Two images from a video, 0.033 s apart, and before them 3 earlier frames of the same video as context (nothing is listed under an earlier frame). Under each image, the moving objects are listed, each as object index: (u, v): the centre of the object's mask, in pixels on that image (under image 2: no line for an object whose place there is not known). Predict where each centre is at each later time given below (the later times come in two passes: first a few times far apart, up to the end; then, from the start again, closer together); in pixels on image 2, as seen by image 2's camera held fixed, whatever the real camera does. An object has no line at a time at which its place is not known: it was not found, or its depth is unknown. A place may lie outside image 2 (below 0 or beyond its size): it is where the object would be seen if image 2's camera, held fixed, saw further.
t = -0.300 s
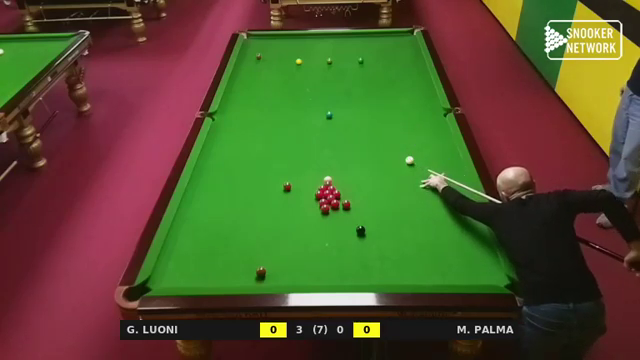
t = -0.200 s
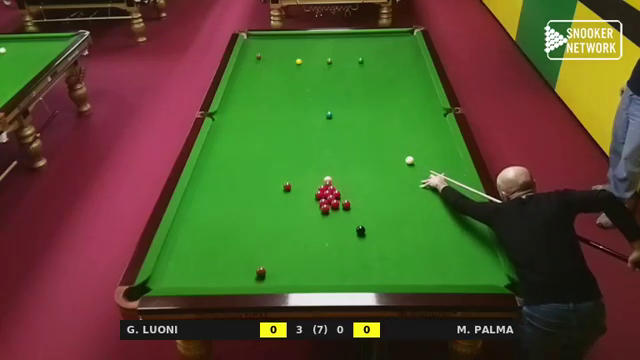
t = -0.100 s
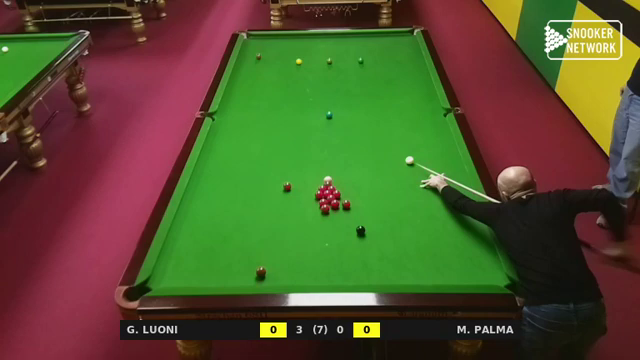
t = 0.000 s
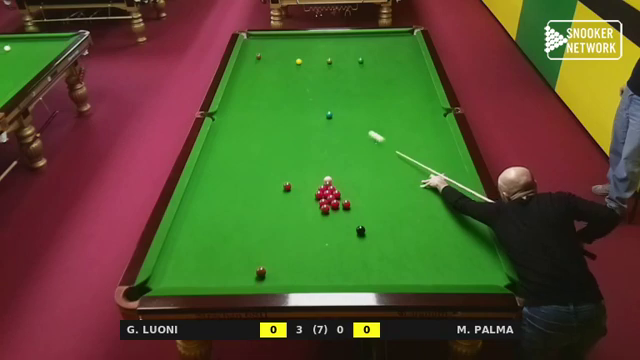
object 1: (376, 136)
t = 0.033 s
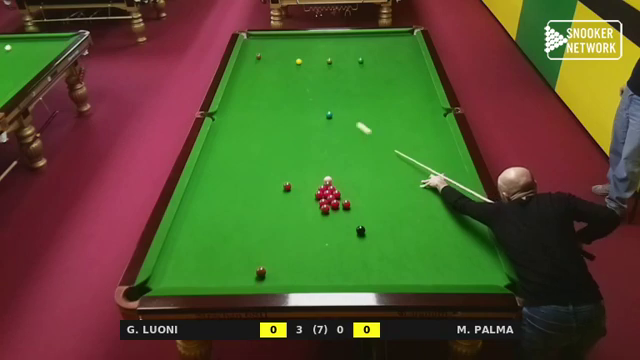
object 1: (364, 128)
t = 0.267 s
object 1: (295, 81)
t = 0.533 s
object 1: (257, 58)
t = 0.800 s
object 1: (243, 53)
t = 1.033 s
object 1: (251, 48)
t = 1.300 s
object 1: (263, 44)
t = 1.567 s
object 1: (274, 39)
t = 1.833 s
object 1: (284, 35)
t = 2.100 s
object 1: (291, 37)
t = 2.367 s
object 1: (297, 39)
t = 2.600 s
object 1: (301, 41)
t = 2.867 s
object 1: (306, 43)
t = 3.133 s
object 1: (311, 45)
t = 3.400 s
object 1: (315, 46)
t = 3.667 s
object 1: (319, 48)
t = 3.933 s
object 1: (322, 49)
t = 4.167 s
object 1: (325, 50)
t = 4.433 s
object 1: (327, 51)
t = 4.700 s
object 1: (329, 52)
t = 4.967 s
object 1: (330, 52)
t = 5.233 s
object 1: (331, 52)
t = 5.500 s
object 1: (331, 52)
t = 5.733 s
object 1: (331, 52)
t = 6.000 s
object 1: (331, 52)
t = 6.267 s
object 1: (331, 52)
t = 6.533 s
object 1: (331, 52)
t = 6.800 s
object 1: (331, 52)
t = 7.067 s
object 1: (331, 52)
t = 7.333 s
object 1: (331, 52)
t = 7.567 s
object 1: (331, 52)
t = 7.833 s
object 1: (331, 52)
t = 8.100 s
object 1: (331, 52)
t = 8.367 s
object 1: (331, 52)
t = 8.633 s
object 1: (331, 52)
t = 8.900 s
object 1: (331, 52)
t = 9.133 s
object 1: (331, 52)
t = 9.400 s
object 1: (331, 52)
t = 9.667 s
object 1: (331, 52)
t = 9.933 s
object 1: (331, 52)
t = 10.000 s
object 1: (331, 52)
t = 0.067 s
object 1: (351, 119)
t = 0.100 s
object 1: (340, 112)
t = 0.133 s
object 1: (330, 105)
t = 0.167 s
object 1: (321, 99)
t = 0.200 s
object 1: (311, 92)
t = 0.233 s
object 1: (303, 86)
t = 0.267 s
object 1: (295, 81)
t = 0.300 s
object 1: (287, 76)
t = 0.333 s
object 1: (280, 71)
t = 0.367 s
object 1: (273, 66)
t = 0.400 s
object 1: (267, 62)
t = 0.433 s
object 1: (261, 58)
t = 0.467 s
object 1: (259, 57)
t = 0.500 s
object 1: (258, 58)
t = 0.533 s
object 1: (257, 58)
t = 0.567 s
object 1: (256, 57)
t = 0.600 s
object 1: (254, 57)
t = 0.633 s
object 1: (252, 56)
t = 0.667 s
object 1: (251, 56)
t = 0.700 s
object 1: (249, 56)
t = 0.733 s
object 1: (247, 55)
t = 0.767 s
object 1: (245, 54)
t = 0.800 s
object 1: (243, 53)
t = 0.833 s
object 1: (241, 52)
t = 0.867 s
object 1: (243, 51)
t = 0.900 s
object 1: (245, 51)
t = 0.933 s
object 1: (246, 50)
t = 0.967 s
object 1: (248, 49)
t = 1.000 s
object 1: (250, 49)
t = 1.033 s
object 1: (251, 48)
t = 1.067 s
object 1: (253, 48)
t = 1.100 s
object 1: (254, 47)
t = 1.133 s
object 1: (256, 46)
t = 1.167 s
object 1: (257, 46)
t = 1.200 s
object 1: (259, 45)
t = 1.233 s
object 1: (260, 45)
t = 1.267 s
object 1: (262, 44)
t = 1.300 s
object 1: (263, 44)
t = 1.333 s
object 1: (265, 43)
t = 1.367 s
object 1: (266, 42)
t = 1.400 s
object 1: (267, 42)
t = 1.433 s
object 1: (269, 41)
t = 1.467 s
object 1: (270, 41)
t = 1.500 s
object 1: (272, 40)
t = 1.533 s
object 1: (273, 40)
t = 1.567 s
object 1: (274, 39)
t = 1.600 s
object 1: (276, 39)
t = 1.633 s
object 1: (277, 38)
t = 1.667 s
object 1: (278, 38)
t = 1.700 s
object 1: (279, 37)
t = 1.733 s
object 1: (281, 37)
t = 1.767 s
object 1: (282, 36)
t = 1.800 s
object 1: (283, 36)
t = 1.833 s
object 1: (284, 35)
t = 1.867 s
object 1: (285, 35)
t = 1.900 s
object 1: (286, 35)
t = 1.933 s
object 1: (287, 35)
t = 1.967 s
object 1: (288, 36)
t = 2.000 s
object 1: (289, 36)
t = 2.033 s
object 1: (289, 36)
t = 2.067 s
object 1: (290, 36)
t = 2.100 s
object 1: (291, 37)
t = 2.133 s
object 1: (292, 37)
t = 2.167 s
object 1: (292, 37)
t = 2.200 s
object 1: (293, 37)
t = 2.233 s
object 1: (294, 38)
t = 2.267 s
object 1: (294, 38)
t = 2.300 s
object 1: (295, 38)
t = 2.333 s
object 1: (296, 39)
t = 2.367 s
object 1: (297, 39)
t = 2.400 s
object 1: (297, 39)
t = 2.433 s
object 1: (298, 40)
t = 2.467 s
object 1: (298, 40)
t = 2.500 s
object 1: (299, 40)
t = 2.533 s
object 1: (300, 40)
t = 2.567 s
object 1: (300, 40)
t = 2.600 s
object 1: (301, 41)
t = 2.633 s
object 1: (302, 41)
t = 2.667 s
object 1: (303, 41)
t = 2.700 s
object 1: (303, 42)
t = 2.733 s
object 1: (304, 42)
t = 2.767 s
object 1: (305, 42)
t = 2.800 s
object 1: (305, 42)
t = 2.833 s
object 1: (306, 43)
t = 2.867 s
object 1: (306, 43)
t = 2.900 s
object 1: (307, 43)
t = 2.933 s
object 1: (308, 43)
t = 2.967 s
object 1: (308, 43)
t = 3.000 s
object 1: (308, 44)
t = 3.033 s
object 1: (309, 44)
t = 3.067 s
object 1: (310, 44)
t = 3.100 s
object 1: (310, 45)
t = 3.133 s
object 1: (311, 45)
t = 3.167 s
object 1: (311, 45)
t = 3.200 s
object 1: (312, 45)
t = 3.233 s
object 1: (312, 45)
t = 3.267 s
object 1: (313, 46)
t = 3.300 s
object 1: (314, 46)
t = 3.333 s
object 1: (314, 46)
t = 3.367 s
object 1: (315, 46)
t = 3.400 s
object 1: (315, 46)
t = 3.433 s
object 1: (315, 46)
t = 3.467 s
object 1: (316, 47)
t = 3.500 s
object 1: (316, 47)
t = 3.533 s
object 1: (317, 47)
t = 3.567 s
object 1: (317, 47)
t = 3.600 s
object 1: (318, 48)
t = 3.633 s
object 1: (318, 48)
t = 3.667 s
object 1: (319, 48)
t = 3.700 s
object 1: (319, 48)
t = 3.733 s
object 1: (320, 48)
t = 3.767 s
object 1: (320, 48)
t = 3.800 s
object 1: (320, 49)
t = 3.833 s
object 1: (321, 49)
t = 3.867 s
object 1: (321, 49)
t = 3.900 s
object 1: (322, 49)
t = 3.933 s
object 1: (322, 49)
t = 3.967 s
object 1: (323, 49)
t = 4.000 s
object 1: (323, 49)
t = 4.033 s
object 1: (323, 50)
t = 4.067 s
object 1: (323, 50)
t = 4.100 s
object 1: (324, 50)
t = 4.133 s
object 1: (324, 50)
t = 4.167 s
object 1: (325, 50)
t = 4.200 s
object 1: (325, 50)
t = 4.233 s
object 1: (325, 50)
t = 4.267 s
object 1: (325, 50)
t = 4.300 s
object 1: (326, 51)
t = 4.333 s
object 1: (326, 51)
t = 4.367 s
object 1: (326, 51)
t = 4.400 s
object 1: (327, 51)
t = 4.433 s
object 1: (327, 51)
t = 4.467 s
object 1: (327, 51)
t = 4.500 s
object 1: (327, 51)
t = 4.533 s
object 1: (328, 51)
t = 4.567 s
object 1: (328, 51)
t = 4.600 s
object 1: (328, 51)
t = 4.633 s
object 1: (329, 51)
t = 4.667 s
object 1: (329, 52)
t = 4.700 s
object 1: (329, 52)
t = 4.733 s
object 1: (329, 52)
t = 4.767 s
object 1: (329, 52)
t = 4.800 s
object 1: (329, 52)
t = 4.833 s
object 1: (330, 52)
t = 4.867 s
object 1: (330, 52)
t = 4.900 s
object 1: (330, 52)
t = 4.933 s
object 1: (330, 52)
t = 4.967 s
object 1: (330, 52)
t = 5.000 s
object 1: (330, 52)
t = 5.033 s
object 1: (330, 52)
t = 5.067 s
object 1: (330, 52)
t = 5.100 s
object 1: (330, 52)
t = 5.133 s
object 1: (330, 52)
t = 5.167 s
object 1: (330, 52)
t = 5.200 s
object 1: (331, 52)
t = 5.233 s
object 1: (331, 52)
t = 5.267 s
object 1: (331, 52)
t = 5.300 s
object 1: (331, 52)
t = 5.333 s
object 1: (330, 52)
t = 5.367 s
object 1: (331, 52)
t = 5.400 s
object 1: (331, 52)
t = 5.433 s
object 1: (331, 52)
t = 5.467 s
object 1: (331, 52)
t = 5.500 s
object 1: (331, 52)
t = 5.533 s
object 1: (331, 52)
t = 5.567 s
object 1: (331, 53)
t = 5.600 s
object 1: (331, 53)
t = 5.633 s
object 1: (331, 53)
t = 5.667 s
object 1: (331, 53)
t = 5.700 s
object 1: (331, 52)
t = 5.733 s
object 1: (331, 52)
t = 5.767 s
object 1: (331, 52)
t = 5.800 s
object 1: (331, 52)
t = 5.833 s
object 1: (331, 52)
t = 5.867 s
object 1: (331, 52)
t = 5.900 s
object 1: (331, 52)
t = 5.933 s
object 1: (331, 52)
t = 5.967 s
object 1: (331, 52)
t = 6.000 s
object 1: (331, 52)
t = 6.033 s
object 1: (331, 52)
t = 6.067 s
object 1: (331, 52)
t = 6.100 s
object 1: (331, 52)
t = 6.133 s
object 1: (331, 52)
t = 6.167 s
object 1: (331, 52)
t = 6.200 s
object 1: (331, 52)
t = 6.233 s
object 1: (331, 52)
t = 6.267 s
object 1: (331, 52)
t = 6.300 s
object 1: (331, 52)
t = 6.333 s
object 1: (331, 52)
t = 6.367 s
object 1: (331, 52)
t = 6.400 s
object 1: (331, 52)
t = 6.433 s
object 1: (331, 52)
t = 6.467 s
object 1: (331, 52)
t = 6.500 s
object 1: (331, 52)
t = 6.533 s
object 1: (331, 52)
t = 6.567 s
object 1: (331, 52)
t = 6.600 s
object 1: (331, 52)
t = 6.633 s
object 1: (331, 52)
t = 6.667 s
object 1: (331, 52)
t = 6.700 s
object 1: (331, 52)
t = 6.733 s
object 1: (331, 52)
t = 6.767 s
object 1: (331, 52)
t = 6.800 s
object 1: (331, 52)
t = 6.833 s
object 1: (331, 52)
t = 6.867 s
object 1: (331, 52)
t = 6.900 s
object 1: (331, 52)
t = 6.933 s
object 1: (331, 52)
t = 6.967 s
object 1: (331, 52)
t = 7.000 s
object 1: (331, 52)
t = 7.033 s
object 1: (331, 52)
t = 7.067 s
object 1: (331, 52)
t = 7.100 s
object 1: (331, 52)
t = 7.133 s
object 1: (331, 52)
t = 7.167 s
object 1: (331, 52)
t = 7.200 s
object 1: (331, 52)
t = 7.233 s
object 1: (331, 52)
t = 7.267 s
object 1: (331, 52)
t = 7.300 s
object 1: (331, 52)
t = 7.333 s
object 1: (331, 52)
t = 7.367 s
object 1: (331, 52)
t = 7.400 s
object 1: (331, 52)
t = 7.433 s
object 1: (331, 52)
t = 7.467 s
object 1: (331, 52)
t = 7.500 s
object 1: (331, 52)
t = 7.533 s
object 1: (331, 52)
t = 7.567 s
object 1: (331, 52)
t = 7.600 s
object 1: (331, 52)
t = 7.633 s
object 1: (331, 52)
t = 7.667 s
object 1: (331, 52)
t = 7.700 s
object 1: (331, 52)
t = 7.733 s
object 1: (331, 52)
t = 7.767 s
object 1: (331, 52)
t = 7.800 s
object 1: (331, 52)
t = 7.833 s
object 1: (331, 52)
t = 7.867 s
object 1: (331, 52)
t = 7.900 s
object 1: (331, 52)
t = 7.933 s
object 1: (331, 52)
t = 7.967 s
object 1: (331, 52)
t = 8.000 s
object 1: (331, 52)
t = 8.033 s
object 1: (331, 52)
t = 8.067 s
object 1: (331, 52)
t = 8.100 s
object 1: (331, 52)
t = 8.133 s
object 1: (331, 52)
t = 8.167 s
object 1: (331, 52)
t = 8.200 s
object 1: (331, 52)
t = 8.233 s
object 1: (331, 52)
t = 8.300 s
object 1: (331, 52)
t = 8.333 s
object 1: (331, 52)
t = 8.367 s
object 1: (331, 52)
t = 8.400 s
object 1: (331, 52)
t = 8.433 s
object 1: (331, 52)
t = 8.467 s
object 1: (331, 52)
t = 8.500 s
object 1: (331, 52)
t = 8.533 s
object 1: (331, 52)
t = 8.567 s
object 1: (331, 52)
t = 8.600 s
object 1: (331, 52)
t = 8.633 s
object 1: (331, 52)
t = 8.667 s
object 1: (331, 52)
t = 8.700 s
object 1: (331, 52)
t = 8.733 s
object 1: (331, 52)
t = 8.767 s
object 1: (331, 52)
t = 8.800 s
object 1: (331, 52)
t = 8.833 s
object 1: (331, 52)
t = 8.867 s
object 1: (331, 52)
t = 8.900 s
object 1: (331, 52)
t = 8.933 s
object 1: (331, 52)
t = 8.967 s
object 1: (331, 52)
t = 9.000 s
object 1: (331, 52)
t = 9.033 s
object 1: (331, 52)
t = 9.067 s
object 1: (331, 52)
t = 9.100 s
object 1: (331, 52)
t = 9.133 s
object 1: (331, 52)
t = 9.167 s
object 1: (331, 52)
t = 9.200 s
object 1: (331, 52)
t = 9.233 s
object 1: (331, 52)
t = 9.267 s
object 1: (331, 52)
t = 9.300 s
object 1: (331, 52)
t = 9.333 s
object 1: (331, 52)
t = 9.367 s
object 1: (331, 52)
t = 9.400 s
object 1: (331, 52)
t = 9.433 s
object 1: (331, 52)
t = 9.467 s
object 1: (331, 52)
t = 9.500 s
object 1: (331, 52)
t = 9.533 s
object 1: (331, 52)
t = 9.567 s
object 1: (331, 52)
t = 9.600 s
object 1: (331, 52)
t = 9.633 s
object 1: (331, 52)
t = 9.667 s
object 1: (331, 52)
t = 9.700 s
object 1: (331, 52)
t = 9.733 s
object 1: (331, 52)
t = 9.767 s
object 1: (331, 52)
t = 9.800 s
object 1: (331, 52)
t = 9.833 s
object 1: (331, 52)
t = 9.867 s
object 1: (331, 52)
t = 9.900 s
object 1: (331, 52)
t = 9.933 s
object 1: (331, 52)
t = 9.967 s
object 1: (331, 52)
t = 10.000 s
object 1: (331, 52)
